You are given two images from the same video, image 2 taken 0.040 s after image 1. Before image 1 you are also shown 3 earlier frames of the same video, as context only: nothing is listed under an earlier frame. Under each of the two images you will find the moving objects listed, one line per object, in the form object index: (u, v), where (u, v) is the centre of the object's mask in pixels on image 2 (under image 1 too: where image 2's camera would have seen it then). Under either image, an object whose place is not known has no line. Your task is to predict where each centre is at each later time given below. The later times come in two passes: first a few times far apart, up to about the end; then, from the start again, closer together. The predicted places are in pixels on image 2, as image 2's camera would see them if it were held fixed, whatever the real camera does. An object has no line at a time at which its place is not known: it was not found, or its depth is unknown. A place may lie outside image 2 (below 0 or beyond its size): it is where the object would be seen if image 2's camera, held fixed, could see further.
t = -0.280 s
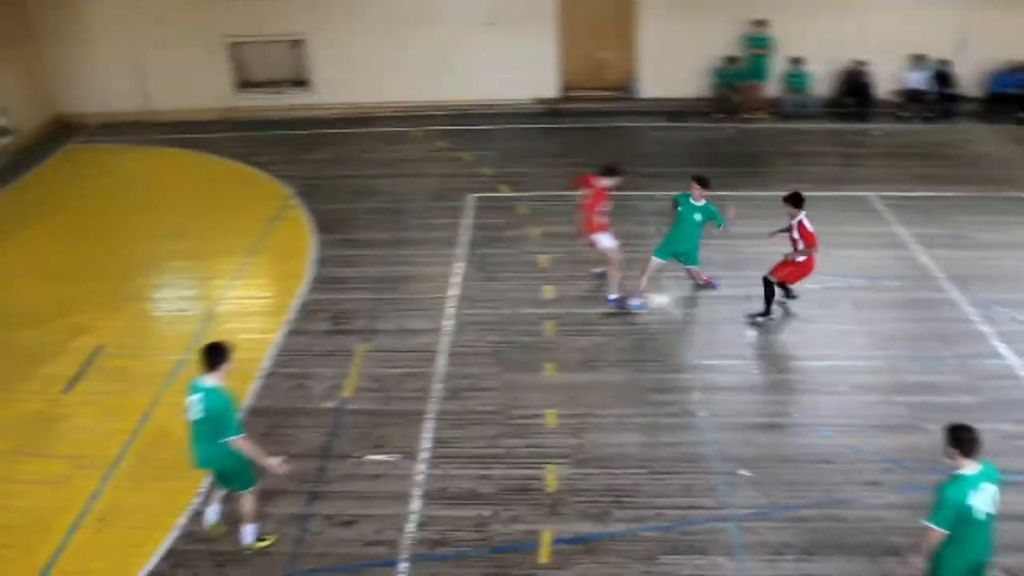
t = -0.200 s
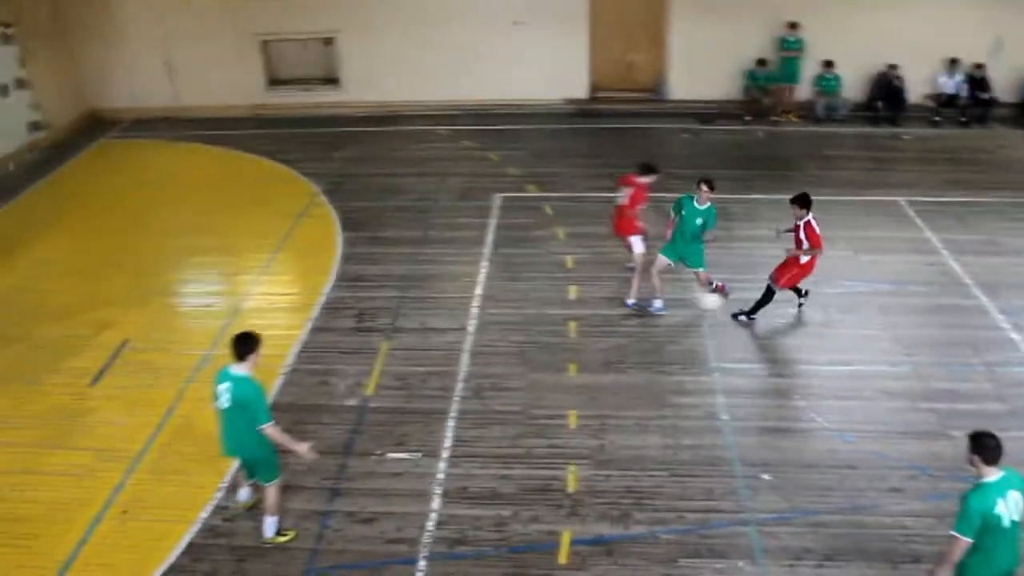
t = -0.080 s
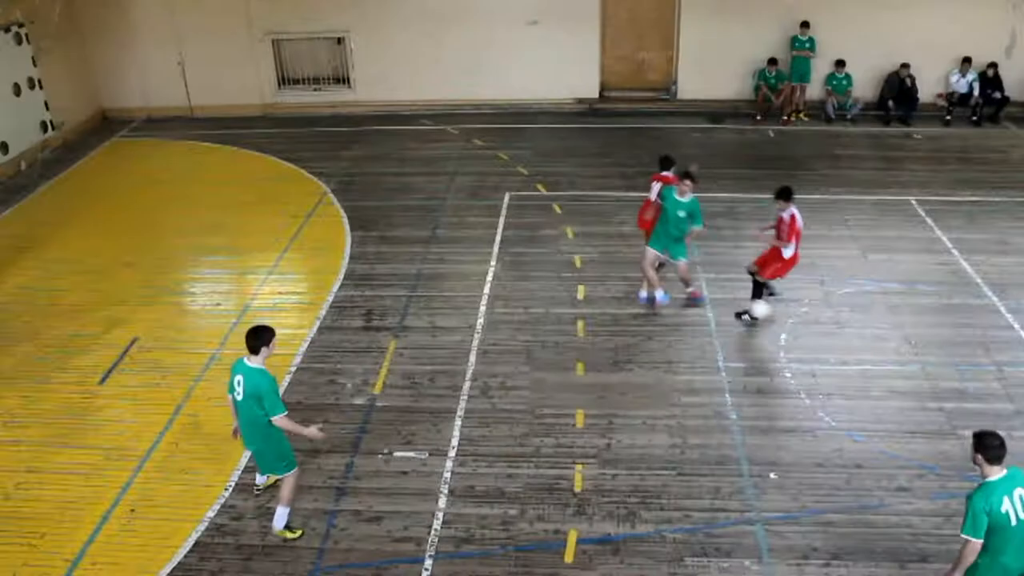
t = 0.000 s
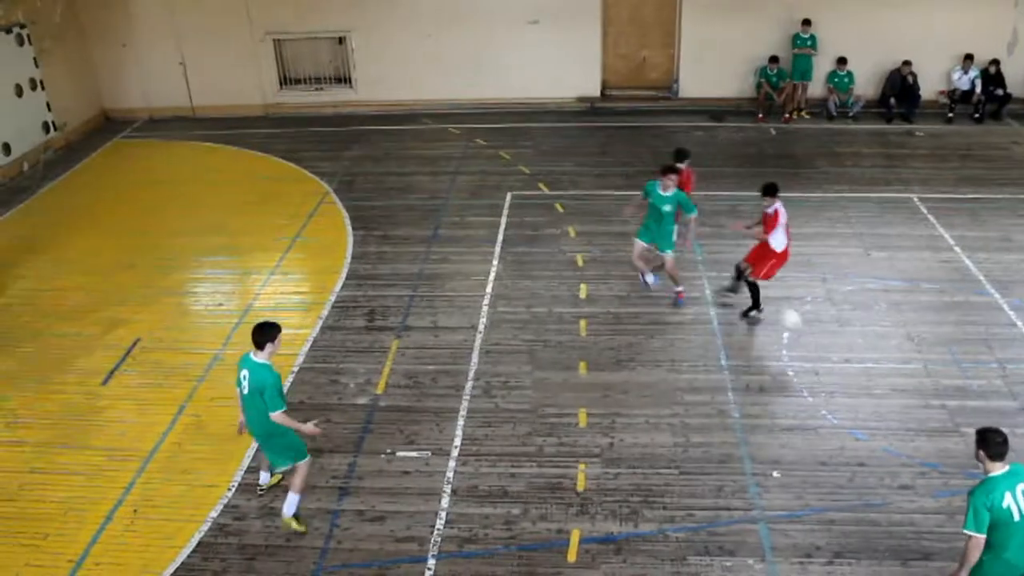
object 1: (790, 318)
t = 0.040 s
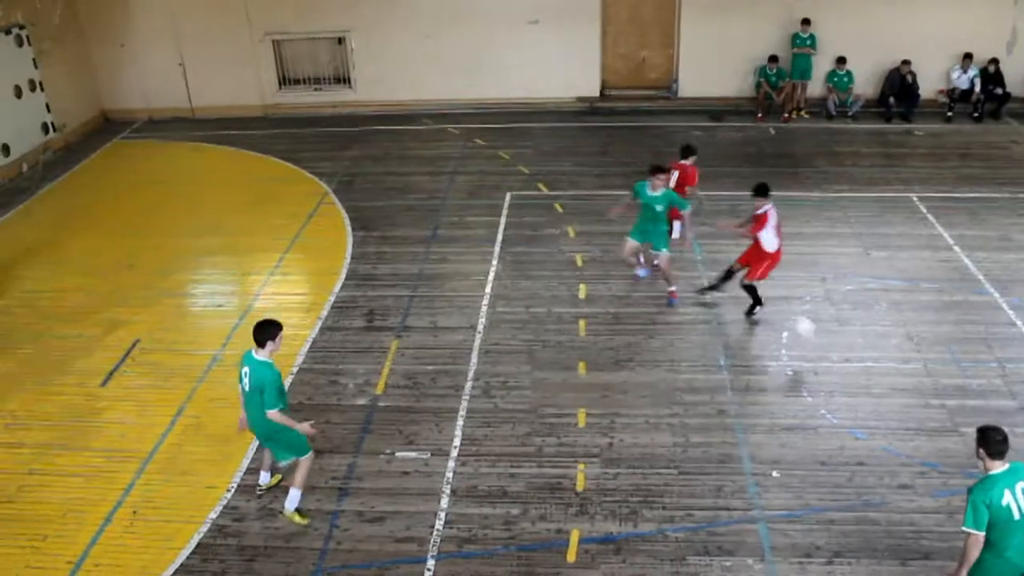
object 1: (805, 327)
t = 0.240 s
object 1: (866, 356)
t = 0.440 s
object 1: (914, 376)
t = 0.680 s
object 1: (976, 405)
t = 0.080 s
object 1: (818, 335)
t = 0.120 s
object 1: (831, 347)
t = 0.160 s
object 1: (845, 358)
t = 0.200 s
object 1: (855, 356)
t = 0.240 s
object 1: (866, 356)
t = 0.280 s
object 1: (874, 358)
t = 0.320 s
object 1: (885, 360)
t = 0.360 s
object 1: (895, 364)
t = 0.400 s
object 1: (905, 369)
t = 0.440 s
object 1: (914, 376)
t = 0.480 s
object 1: (924, 385)
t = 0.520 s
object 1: (933, 393)
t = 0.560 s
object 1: (944, 392)
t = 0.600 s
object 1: (956, 395)
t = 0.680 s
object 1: (976, 405)
